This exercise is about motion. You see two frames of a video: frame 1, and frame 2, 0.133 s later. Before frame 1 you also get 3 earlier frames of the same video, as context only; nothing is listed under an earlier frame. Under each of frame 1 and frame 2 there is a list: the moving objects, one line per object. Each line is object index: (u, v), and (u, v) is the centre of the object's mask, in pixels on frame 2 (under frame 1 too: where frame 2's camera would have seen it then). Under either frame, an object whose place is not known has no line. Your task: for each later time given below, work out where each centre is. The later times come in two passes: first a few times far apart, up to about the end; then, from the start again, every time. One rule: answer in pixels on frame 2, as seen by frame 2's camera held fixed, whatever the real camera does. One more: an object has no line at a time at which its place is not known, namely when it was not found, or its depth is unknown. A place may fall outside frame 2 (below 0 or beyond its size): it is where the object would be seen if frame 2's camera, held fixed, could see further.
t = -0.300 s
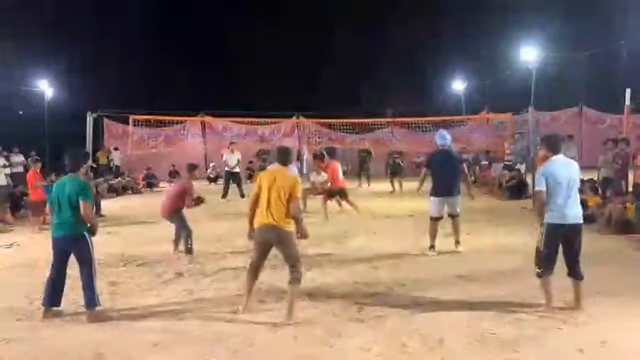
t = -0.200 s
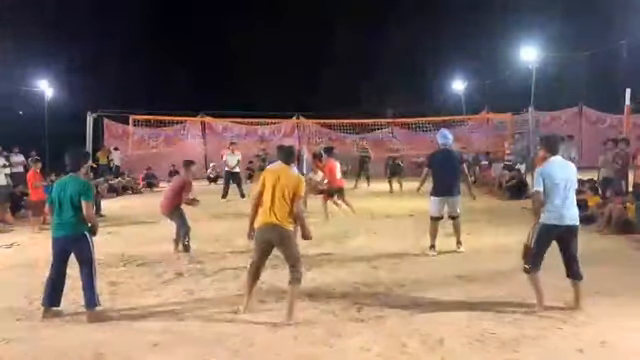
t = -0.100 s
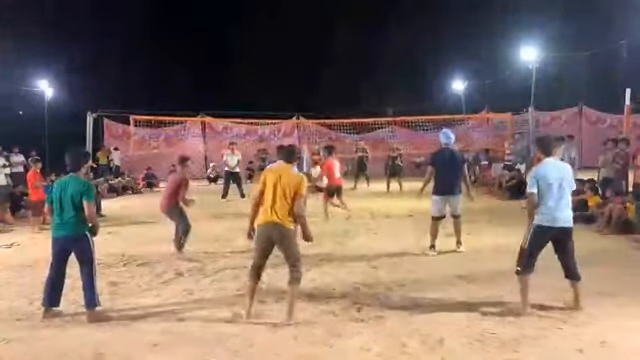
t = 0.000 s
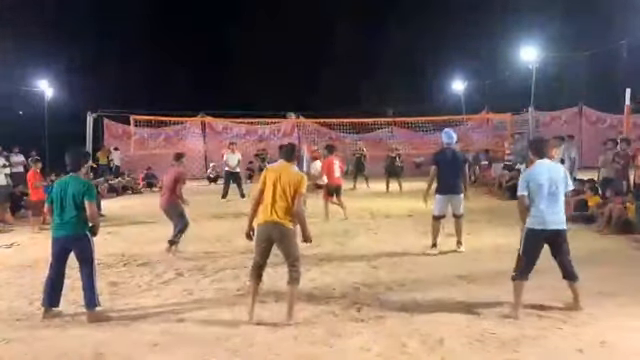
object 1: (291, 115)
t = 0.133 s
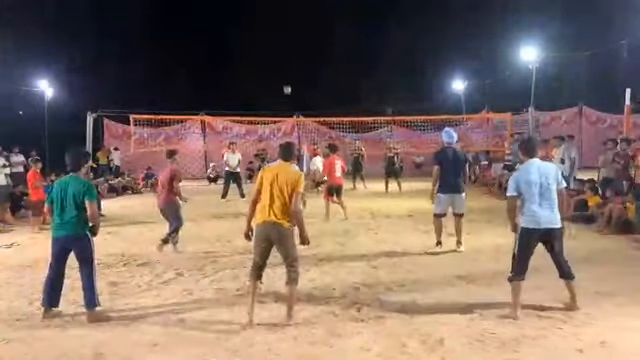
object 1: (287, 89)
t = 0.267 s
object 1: (284, 71)
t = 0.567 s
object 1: (279, 57)
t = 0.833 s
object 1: (276, 75)
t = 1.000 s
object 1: (275, 97)
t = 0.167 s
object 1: (286, 84)
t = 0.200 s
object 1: (285, 79)
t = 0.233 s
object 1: (284, 75)
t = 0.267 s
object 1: (284, 71)
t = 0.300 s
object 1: (283, 68)
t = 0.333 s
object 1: (283, 65)
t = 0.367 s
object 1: (282, 62)
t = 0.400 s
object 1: (281, 60)
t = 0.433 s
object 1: (281, 59)
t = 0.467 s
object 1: (281, 58)
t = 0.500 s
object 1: (280, 57)
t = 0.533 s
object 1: (280, 57)
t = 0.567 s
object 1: (279, 57)
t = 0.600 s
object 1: (279, 58)
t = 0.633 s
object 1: (278, 59)
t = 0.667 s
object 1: (278, 60)
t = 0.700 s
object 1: (277, 62)
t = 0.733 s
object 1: (277, 65)
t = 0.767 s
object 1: (277, 68)
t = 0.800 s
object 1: (276, 71)
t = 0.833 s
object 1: (276, 75)
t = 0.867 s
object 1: (276, 79)
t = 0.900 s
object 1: (275, 83)
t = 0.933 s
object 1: (275, 88)
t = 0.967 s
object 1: (275, 92)
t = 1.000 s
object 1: (275, 97)
